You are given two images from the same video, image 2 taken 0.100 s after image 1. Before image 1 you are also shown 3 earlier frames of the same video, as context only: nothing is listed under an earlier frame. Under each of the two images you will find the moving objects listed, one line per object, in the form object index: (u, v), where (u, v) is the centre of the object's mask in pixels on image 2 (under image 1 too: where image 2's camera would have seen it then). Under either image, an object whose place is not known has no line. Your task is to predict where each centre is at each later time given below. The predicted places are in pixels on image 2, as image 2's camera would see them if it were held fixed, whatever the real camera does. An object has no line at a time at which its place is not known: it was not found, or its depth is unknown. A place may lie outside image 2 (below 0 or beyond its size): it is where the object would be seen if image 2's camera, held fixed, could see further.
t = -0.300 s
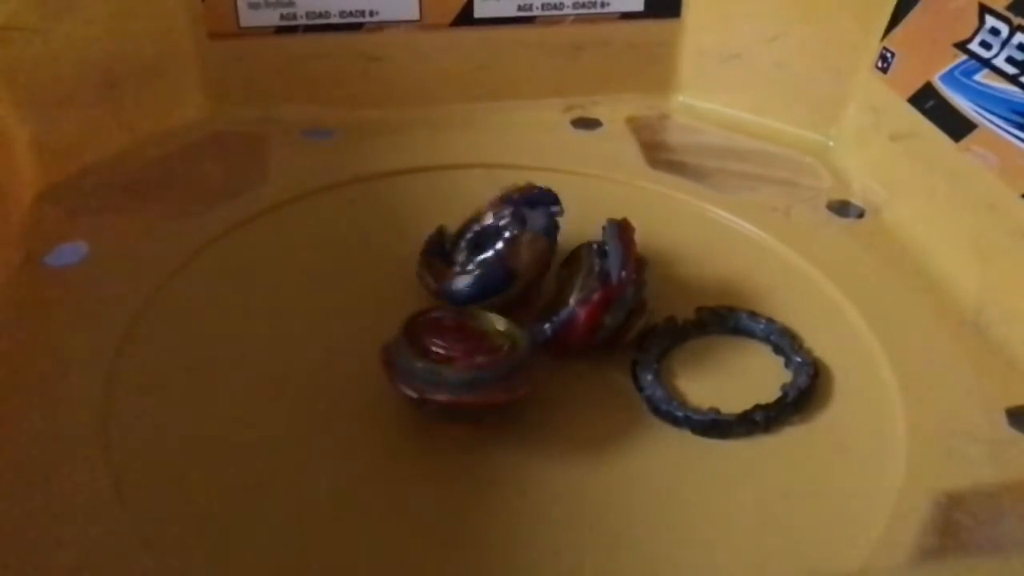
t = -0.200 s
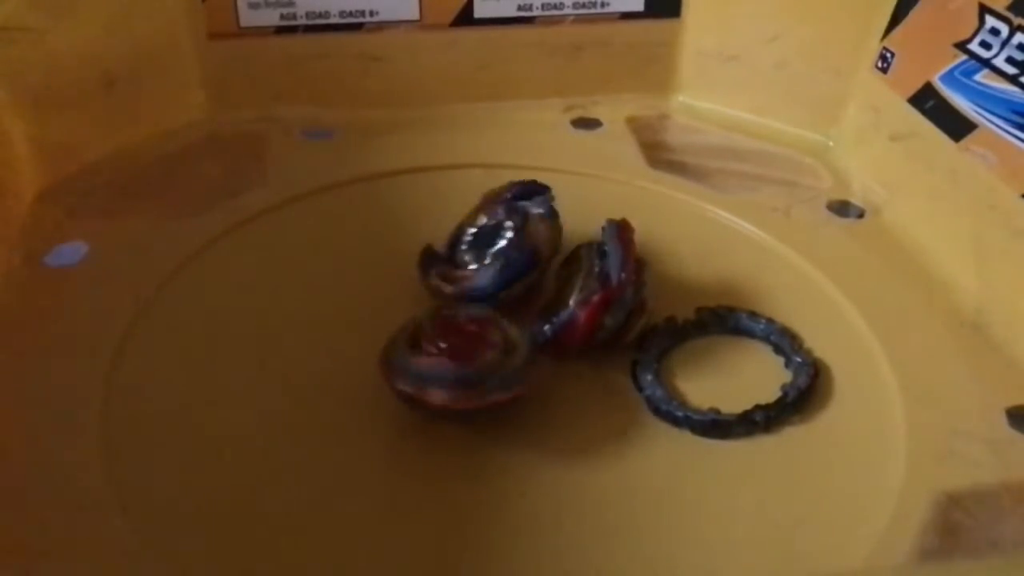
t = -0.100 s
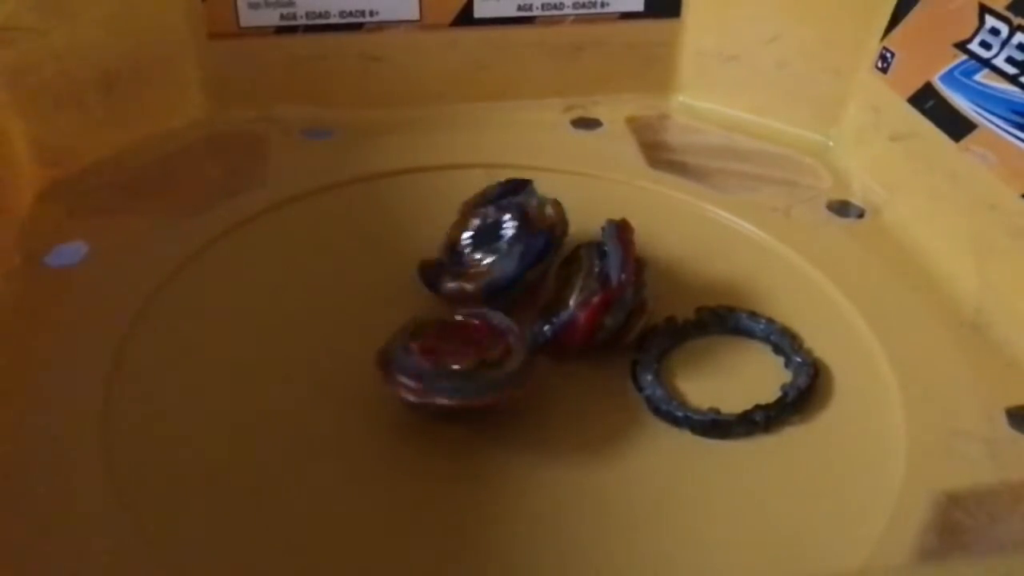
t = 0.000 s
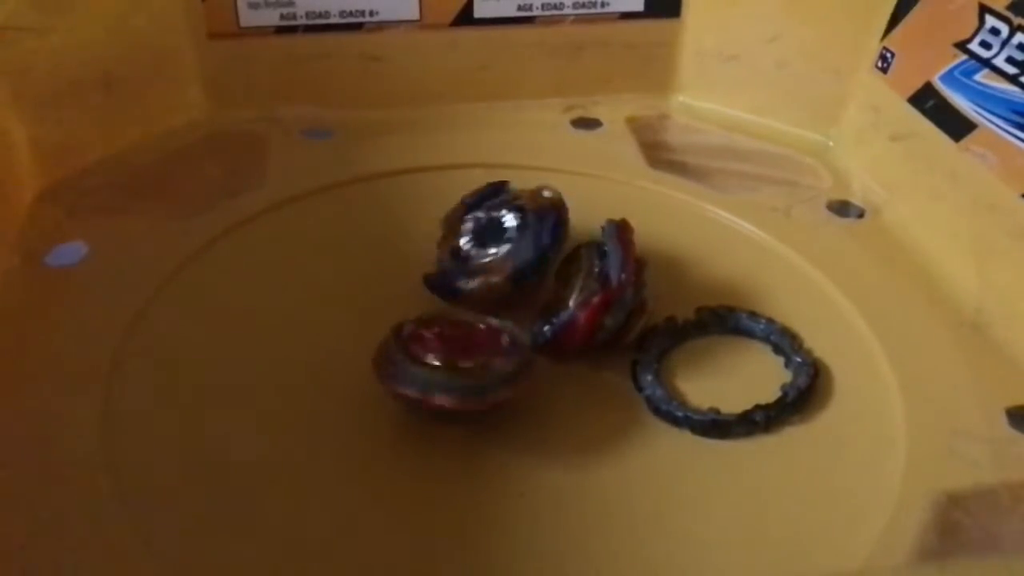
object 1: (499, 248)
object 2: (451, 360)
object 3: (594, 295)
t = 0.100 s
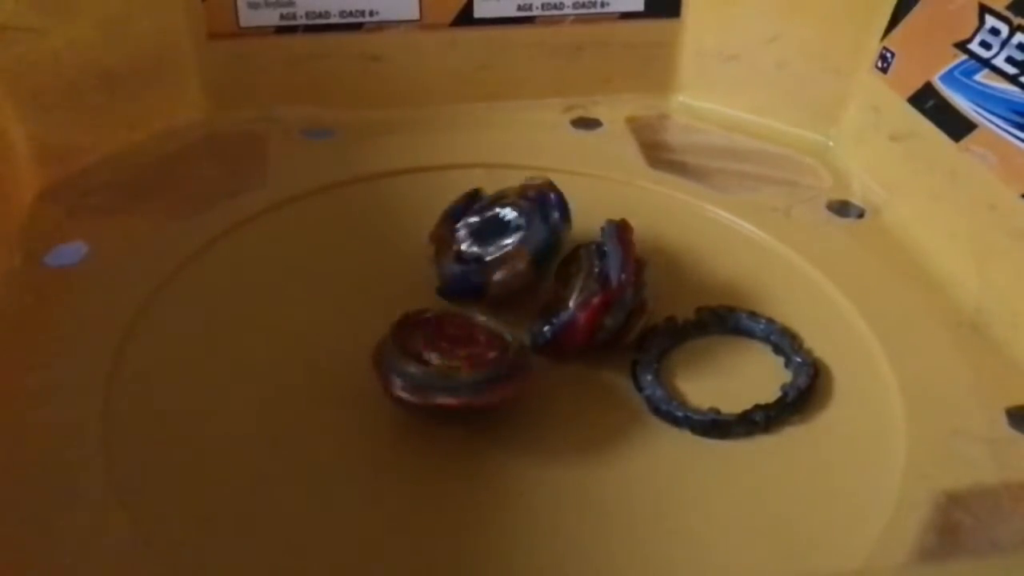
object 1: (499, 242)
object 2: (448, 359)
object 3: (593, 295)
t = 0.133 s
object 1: (499, 241)
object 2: (446, 358)
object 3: (592, 295)
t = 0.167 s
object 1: (498, 241)
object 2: (447, 358)
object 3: (593, 296)
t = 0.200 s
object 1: (499, 239)
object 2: (447, 358)
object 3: (593, 296)
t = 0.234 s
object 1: (499, 237)
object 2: (447, 358)
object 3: (593, 296)
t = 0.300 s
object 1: (498, 234)
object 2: (447, 358)
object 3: (593, 296)
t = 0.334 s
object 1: (498, 234)
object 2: (447, 358)
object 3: (593, 296)
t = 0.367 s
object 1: (497, 233)
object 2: (446, 357)
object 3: (593, 296)
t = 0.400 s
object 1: (497, 233)
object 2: (445, 357)
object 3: (593, 296)
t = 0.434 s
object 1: (497, 233)
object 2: (444, 357)
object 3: (593, 296)
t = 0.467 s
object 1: (496, 233)
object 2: (443, 358)
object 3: (593, 296)
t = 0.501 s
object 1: (495, 233)
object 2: (443, 357)
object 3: (593, 295)
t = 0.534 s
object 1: (495, 232)
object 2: (443, 356)
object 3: (593, 296)
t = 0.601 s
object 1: (495, 234)
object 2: (443, 354)
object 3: (593, 296)
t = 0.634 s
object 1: (495, 233)
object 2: (443, 355)
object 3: (593, 296)
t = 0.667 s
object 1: (495, 232)
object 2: (441, 355)
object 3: (593, 296)
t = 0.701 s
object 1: (493, 232)
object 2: (443, 355)
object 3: (593, 295)
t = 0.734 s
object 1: (493, 231)
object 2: (444, 354)
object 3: (594, 295)
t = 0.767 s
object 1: (493, 231)
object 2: (445, 355)
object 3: (593, 295)
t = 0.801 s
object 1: (492, 231)
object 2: (445, 355)
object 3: (593, 295)
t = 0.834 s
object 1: (492, 231)
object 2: (444, 356)
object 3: (593, 295)
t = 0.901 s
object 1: (492, 231)
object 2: (441, 356)
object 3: (594, 295)
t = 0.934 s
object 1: (491, 232)
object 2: (441, 356)
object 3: (594, 295)
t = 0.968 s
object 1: (491, 232)
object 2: (441, 357)
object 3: (594, 295)
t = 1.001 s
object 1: (491, 232)
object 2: (442, 356)
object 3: (594, 295)
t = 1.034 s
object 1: (491, 232)
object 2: (443, 355)
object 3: (595, 295)
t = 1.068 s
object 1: (490, 233)
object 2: (441, 356)
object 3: (595, 295)
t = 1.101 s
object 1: (489, 233)
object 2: (442, 356)
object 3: (595, 295)
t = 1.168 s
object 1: (489, 233)
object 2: (444, 353)
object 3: (596, 294)
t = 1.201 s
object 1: (487, 233)
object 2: (445, 353)
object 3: (596, 295)
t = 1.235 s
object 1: (488, 233)
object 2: (445, 354)
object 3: (596, 295)
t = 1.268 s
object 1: (487, 234)
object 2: (445, 354)
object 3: (596, 295)
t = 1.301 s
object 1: (486, 234)
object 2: (445, 355)
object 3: (596, 294)
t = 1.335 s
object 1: (486, 235)
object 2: (444, 356)
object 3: (596, 294)
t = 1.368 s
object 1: (485, 235)
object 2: (444, 355)
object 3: (596, 294)
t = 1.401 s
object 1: (483, 235)
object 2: (446, 356)
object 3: (596, 294)
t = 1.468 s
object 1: (482, 237)
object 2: (447, 357)
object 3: (596, 294)
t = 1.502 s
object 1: (483, 237)
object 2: (448, 356)
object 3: (596, 294)
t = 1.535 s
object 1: (483, 237)
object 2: (447, 355)
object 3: (595, 294)
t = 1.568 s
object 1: (484, 238)
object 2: (448, 355)
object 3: (596, 294)
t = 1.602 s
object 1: (484, 238)
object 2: (450, 355)
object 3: (596, 294)
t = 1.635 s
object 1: (484, 239)
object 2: (451, 355)
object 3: (596, 294)
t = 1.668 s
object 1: (484, 239)
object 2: (449, 355)
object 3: (596, 294)
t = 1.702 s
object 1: (484, 239)
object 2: (450, 356)
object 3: (596, 294)
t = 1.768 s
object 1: (483, 238)
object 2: (448, 356)
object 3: (596, 294)
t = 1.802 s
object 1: (484, 239)
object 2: (448, 356)
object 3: (596, 294)
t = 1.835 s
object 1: (483, 239)
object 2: (449, 355)
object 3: (596, 294)
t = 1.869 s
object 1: (482, 239)
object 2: (449, 355)
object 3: (596, 294)
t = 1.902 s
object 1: (482, 241)
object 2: (448, 355)
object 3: (596, 294)
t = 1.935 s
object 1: (481, 240)
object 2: (449, 355)
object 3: (595, 294)
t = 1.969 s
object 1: (481, 240)
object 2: (450, 355)
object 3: (595, 294)
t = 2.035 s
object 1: (480, 241)
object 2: (449, 353)
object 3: (595, 295)
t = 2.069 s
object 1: (479, 243)
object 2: (450, 353)
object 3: (595, 294)
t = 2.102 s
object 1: (478, 244)
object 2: (449, 354)
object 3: (595, 294)
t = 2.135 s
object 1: (479, 245)
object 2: (448, 354)
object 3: (595, 295)
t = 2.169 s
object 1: (479, 246)
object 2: (449, 352)
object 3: (595, 295)
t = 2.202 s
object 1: (478, 246)
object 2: (449, 351)
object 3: (595, 295)
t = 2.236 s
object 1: (477, 248)
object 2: (451, 351)
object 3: (595, 295)
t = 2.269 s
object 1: (477, 248)
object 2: (452, 352)
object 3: (596, 295)
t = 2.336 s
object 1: (475, 249)
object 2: (450, 354)
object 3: (596, 295)
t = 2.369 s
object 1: (474, 249)
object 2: (451, 355)
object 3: (594, 296)
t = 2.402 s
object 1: (473, 249)
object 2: (450, 353)
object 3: (595, 296)
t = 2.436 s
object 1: (471, 249)
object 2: (452, 357)
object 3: (595, 296)
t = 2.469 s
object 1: (470, 249)
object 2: (452, 359)
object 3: (595, 296)
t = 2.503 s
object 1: (469, 249)
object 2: (451, 361)
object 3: (595, 296)
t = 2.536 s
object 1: (468, 251)
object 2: (450, 362)
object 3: (595, 296)
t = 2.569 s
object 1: (468, 253)
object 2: (448, 364)
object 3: (594, 296)
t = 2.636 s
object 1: (467, 254)
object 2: (450, 366)
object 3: (594, 297)
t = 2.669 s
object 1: (467, 256)
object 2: (449, 366)
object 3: (594, 297)
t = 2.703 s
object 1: (468, 257)
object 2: (446, 367)
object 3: (594, 297)
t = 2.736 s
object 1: (470, 258)
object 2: (443, 368)
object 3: (595, 297)
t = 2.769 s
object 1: (471, 259)
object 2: (442, 368)
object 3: (594, 297)
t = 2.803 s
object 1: (472, 260)
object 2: (445, 369)
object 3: (594, 297)
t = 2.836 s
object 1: (471, 260)
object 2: (444, 369)
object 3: (594, 298)
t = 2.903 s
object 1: (473, 262)
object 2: (446, 368)
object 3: (594, 298)
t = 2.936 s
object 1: (473, 262)
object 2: (445, 369)
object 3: (593, 298)
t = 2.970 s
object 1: (474, 263)
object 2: (442, 370)
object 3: (593, 298)
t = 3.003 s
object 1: (474, 264)
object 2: (441, 370)
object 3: (593, 298)
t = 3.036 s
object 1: (475, 265)
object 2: (441, 370)
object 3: (593, 298)
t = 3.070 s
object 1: (475, 266)
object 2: (440, 369)
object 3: (593, 298)
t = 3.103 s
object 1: (475, 266)
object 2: (439, 368)
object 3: (593, 297)
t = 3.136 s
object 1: (475, 267)
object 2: (440, 367)
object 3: (594, 297)
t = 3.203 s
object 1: (476, 268)
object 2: (438, 368)
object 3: (594, 297)
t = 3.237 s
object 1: (477, 268)
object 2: (439, 368)
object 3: (594, 297)
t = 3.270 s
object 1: (478, 269)
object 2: (440, 368)
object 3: (594, 297)
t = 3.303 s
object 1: (480, 269)
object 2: (441, 368)
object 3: (594, 297)
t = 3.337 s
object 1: (478, 269)
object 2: (441, 367)
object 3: (595, 297)
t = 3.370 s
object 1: (478, 269)
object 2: (443, 367)
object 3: (595, 297)
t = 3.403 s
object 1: (478, 270)
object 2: (441, 368)
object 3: (594, 297)
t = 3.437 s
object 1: (477, 270)
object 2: (440, 367)
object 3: (593, 297)
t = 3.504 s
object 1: (477, 271)
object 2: (440, 368)
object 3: (594, 296)
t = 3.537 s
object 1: (478, 270)
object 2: (437, 358)
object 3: (595, 296)
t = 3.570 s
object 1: (479, 271)
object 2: (439, 367)
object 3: (595, 296)
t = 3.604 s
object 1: (479, 271)
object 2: (439, 366)
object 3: (596, 296)
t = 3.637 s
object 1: (479, 271)
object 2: (440, 365)
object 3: (595, 296)
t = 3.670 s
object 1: (478, 272)
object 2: (440, 365)
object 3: (595, 296)
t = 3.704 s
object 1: (478, 273)
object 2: (441, 366)
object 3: (596, 296)
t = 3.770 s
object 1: (478, 272)
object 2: (444, 368)
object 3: (596, 295)
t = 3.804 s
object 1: (479, 272)
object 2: (446, 368)
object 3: (596, 295)
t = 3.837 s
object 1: (479, 272)
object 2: (447, 367)
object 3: (597, 295)
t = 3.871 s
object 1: (479, 272)
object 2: (447, 367)
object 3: (597, 295)
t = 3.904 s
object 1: (479, 273)
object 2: (449, 366)
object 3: (597, 295)
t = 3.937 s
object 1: (479, 273)
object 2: (448, 366)
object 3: (597, 295)
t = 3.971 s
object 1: (479, 273)
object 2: (448, 366)
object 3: (597, 295)
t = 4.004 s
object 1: (479, 273)
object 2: (447, 366)
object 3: (597, 295)
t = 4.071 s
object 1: (480, 273)
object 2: (448, 365)
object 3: (597, 295)
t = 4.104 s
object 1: (480, 273)
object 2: (447, 364)
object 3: (597, 295)
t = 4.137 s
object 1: (480, 273)
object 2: (449, 365)
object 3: (597, 295)
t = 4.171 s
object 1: (482, 271)
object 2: (450, 364)
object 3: (596, 295)
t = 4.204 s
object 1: (482, 272)
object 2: (449, 366)
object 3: (596, 296)
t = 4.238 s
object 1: (483, 271)
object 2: (450, 367)
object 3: (596, 296)
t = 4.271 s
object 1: (484, 271)
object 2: (449, 367)
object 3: (597, 296)
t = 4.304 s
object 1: (484, 269)
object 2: (449, 369)
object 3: (597, 296)
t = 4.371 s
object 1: (487, 270)
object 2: (447, 368)
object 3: (596, 295)
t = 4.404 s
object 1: (488, 270)
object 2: (449, 369)
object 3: (595, 295)
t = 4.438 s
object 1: (489, 270)
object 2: (448, 370)
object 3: (595, 295)
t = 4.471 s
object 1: (490, 269)
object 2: (447, 371)
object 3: (595, 296)
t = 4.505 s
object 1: (491, 268)
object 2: (445, 370)
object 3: (596, 295)
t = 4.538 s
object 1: (492, 269)
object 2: (445, 370)
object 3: (596, 296)
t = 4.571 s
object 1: (493, 268)
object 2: (444, 371)
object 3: (596, 297)
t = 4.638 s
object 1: (494, 268)
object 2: (445, 370)
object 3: (595, 297)
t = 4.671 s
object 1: (495, 268)
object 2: (445, 371)
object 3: (595, 298)
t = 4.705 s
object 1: (496, 267)
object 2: (444, 370)
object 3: (595, 298)
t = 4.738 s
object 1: (496, 267)
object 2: (445, 370)
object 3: (595, 298)
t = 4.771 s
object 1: (496, 267)
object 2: (445, 369)
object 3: (595, 298)
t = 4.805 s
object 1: (497, 266)
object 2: (446, 369)
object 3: (595, 299)
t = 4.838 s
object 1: (497, 266)
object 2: (446, 370)
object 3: (595, 299)
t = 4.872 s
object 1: (499, 269)
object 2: (446, 370)
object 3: (596, 300)
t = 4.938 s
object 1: (500, 270)
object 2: (445, 371)
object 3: (596, 301)
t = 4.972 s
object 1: (499, 265)
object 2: (445, 371)
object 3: (595, 301)
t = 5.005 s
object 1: (499, 264)
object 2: (443, 371)
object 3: (595, 302)
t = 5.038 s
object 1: (499, 264)
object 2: (444, 371)
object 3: (595, 302)
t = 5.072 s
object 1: (499, 263)
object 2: (444, 370)
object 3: (596, 302)
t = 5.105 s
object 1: (498, 263)
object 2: (443, 371)
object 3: (596, 302)
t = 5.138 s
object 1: (497, 263)
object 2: (443, 372)
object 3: (596, 302)
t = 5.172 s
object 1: (497, 262)
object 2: (442, 373)
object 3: (596, 302)
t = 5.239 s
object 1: (499, 265)
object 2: (441, 374)
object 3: (595, 302)
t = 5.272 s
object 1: (497, 262)
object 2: (441, 372)
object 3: (595, 302)
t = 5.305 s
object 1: (497, 261)
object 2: (441, 373)
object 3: (594, 302)
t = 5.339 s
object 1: (497, 260)
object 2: (443, 374)
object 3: (590, 302)
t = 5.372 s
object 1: (496, 260)
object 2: (441, 374)
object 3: (592, 302)
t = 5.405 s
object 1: (496, 260)
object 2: (439, 376)
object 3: (590, 303)
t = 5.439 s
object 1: (495, 260)
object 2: (437, 376)
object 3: (592, 302)
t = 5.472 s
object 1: (494, 260)
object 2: (437, 377)
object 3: (589, 303)
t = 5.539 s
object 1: (493, 260)
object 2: (435, 377)
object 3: (589, 304)
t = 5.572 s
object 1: (493, 259)
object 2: (435, 377)
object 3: (591, 304)
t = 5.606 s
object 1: (492, 259)
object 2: (433, 377)
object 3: (589, 304)
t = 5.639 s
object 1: (491, 259)
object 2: (431, 378)
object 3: (590, 304)
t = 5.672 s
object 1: (491, 259)
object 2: (430, 379)
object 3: (590, 305)
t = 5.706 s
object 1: (490, 258)
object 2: (428, 376)
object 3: (589, 305)
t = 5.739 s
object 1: (489, 258)
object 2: (430, 379)
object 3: (589, 305)
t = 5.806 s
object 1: (488, 258)
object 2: (429, 378)
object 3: (588, 306)
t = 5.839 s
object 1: (487, 258)
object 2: (427, 378)
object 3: (588, 306)
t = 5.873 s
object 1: (486, 258)
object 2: (426, 380)
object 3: (587, 308)
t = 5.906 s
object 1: (485, 258)
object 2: (425, 379)
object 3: (587, 308)
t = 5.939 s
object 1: (485, 257)
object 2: (424, 380)
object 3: (587, 308)
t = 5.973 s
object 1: (484, 257)
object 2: (424, 380)
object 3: (588, 308)
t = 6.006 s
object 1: (482, 257)
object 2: (422, 380)
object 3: (587, 308)
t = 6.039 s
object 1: (481, 258)
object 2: (421, 379)
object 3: (587, 309)
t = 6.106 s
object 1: (479, 259)
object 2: (420, 379)
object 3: (586, 310)
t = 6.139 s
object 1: (478, 260)
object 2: (419, 377)
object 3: (586, 310)
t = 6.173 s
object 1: (477, 260)
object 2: (419, 376)
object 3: (584, 311)
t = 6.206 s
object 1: (475, 261)
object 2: (419, 376)
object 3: (583, 312)
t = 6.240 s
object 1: (474, 262)
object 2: (421, 375)
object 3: (583, 312)
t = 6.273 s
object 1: (473, 262)
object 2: (420, 375)
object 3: (583, 312)
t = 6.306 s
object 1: (473, 262)
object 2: (422, 374)
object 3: (584, 312)
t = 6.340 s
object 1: (471, 262)
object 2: (421, 372)
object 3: (587, 312)
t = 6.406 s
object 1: (468, 263)
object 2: (422, 372)
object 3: (586, 314)
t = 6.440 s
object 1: (467, 264)
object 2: (421, 371)
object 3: (587, 314)
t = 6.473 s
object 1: (464, 265)
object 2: (421, 371)
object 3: (586, 315)
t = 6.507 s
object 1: (462, 265)
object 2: (420, 370)
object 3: (586, 315)
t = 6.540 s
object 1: (460, 266)
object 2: (419, 370)
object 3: (586, 316)
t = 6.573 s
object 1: (459, 266)
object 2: (417, 370)
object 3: (587, 316)
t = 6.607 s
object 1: (457, 266)
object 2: (412, 370)
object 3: (587, 316)
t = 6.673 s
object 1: (452, 267)
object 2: (419, 367)
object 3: (585, 318)
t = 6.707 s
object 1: (451, 267)
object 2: (420, 371)
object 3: (585, 319)
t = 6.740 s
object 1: (449, 267)
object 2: (419, 370)
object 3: (585, 319)
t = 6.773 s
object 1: (448, 267)
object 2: (419, 370)
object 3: (585, 320)
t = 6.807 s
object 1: (446, 267)
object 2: (419, 370)
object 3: (585, 320)
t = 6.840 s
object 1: (444, 268)
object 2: (422, 369)
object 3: (585, 321)
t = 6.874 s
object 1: (443, 268)
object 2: (422, 369)
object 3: (585, 321)
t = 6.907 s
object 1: (442, 268)
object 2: (425, 368)
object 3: (585, 323)
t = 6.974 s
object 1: (439, 269)
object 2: (425, 368)
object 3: (585, 324)
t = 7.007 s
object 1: (437, 267)
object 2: (426, 367)
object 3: (585, 324)
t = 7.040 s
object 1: (436, 267)
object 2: (426, 368)
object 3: (585, 325)
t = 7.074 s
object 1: (435, 267)
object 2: (423, 359)
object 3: (585, 326)
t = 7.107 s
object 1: (434, 267)
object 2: (426, 370)
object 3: (584, 326)
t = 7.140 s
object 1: (433, 266)
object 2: (427, 372)
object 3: (584, 327)
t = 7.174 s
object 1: (432, 265)
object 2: (427, 376)
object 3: (583, 327)
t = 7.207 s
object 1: (432, 265)
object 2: (428, 373)
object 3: (583, 328)
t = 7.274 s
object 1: (429, 264)
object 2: (431, 377)
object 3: (583, 329)
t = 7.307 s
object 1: (428, 264)
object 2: (432, 376)
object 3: (583, 329)
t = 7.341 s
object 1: (427, 263)
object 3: (583, 330)
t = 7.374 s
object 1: (426, 262)
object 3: (583, 330)
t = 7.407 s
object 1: (425, 262)
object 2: (435, 377)
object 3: (583, 330)
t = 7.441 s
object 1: (424, 262)
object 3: (583, 331)
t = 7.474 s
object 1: (423, 262)
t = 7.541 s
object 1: (420, 261)
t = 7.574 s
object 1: (419, 261)
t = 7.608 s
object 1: (418, 261)
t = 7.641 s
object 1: (417, 261)
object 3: (583, 331)
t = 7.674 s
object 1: (415, 261)
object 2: (448, 380)
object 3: (583, 331)
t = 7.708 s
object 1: (415, 260)
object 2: (450, 377)
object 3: (583, 330)
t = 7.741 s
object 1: (414, 260)
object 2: (450, 377)
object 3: (583, 330)
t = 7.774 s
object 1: (414, 260)
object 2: (451, 378)
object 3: (583, 330)
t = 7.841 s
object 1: (412, 260)
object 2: (453, 377)
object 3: (582, 330)
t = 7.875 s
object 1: (412, 260)
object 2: (455, 378)
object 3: (582, 330)
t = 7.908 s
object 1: (411, 260)
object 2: (455, 377)
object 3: (582, 330)
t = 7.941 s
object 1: (410, 260)
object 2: (456, 376)
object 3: (582, 330)
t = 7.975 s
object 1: (410, 260)
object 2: (456, 375)
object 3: (582, 329)
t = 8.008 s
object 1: (409, 260)
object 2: (458, 379)
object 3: (583, 329)
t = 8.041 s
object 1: (409, 260)
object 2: (459, 379)
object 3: (583, 328)
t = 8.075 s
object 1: (409, 260)
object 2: (460, 379)
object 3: (583, 328)
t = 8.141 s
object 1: (408, 260)
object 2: (460, 380)
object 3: (584, 327)
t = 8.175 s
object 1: (408, 260)
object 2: (462, 380)
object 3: (584, 327)
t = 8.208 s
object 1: (408, 261)
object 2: (463, 379)
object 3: (584, 327)
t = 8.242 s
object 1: (409, 260)
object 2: (463, 380)
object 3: (585, 327)
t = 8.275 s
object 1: (409, 260)
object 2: (464, 379)
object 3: (585, 326)
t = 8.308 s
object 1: (408, 260)
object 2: (463, 378)
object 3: (585, 326)
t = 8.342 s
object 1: (409, 260)
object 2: (464, 378)
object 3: (585, 326)
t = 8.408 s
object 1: (409, 260)
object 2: (465, 378)
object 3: (586, 325)
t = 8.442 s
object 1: (409, 260)
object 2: (465, 378)
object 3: (586, 325)
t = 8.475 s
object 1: (409, 260)
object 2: (466, 378)
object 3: (586, 324)
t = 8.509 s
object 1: (410, 260)
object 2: (465, 378)
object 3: (586, 324)
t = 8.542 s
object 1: (410, 261)
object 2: (465, 379)
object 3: (586, 325)
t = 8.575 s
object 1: (410, 260)
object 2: (467, 377)
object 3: (587, 324)
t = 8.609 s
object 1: (411, 261)
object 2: (469, 376)
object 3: (588, 323)
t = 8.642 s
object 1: (411, 261)
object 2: (469, 374)
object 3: (588, 323)
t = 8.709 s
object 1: (413, 261)
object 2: (471, 378)
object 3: (589, 323)
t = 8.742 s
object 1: (413, 261)
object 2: (472, 379)
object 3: (589, 323)
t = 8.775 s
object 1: (414, 261)
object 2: (472, 379)
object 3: (589, 323)
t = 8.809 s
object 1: (414, 261)
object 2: (473, 379)
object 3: (589, 322)
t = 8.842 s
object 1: (414, 261)
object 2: (473, 379)
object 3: (589, 322)
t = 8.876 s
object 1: (415, 261)
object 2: (473, 378)
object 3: (589, 322)
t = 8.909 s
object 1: (416, 262)
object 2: (475, 377)
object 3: (589, 322)
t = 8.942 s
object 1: (417, 262)
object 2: (476, 378)
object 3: (590, 322)
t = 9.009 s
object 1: (419, 262)
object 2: (479, 379)
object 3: (590, 321)
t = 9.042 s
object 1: (420, 263)
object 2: (480, 380)
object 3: (591, 321)
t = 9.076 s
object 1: (421, 262)
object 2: (480, 380)
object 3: (591, 321)
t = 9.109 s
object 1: (422, 263)
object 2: (481, 380)
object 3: (591, 321)
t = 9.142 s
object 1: (422, 263)
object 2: (481, 380)
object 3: (591, 320)
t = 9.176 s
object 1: (424, 263)
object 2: (482, 381)
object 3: (591, 320)
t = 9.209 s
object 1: (425, 263)
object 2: (483, 380)
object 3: (592, 319)
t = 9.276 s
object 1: (427, 263)
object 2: (483, 380)
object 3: (591, 319)
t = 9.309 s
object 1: (428, 263)
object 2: (483, 379)
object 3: (591, 320)
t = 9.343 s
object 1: (429, 263)
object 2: (484, 379)
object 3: (592, 320)
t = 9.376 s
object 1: (430, 262)
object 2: (485, 379)
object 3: (592, 319)
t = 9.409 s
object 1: (431, 262)
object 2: (486, 378)
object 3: (592, 319)
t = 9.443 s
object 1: (433, 263)
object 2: (487, 378)
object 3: (593, 319)
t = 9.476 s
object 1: (434, 264)
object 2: (488, 378)
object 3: (593, 319)
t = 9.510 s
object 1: (435, 263)
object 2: (489, 379)
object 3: (593, 319)
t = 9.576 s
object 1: (438, 263)
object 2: (490, 378)
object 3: (593, 319)
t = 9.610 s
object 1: (439, 263)
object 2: (490, 379)
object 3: (593, 318)
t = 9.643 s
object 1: (441, 263)
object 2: (490, 378)
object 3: (593, 318)
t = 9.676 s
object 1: (442, 263)
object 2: (491, 378)
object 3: (593, 318)
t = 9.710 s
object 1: (443, 263)
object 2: (491, 378)
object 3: (593, 318)
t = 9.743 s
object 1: (445, 263)
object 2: (492, 377)
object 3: (594, 318)
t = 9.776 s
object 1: (447, 263)
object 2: (493, 377)
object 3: (594, 318)
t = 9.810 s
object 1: (448, 263)
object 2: (493, 377)
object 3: (594, 318)
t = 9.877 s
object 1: (451, 262)
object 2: (495, 377)
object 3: (594, 318)
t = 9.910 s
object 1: (452, 263)
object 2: (496, 377)
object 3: (595, 317)
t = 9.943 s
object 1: (453, 263)
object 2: (497, 378)
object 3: (594, 317)
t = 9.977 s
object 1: (454, 262)
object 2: (498, 378)
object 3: (595, 317)
